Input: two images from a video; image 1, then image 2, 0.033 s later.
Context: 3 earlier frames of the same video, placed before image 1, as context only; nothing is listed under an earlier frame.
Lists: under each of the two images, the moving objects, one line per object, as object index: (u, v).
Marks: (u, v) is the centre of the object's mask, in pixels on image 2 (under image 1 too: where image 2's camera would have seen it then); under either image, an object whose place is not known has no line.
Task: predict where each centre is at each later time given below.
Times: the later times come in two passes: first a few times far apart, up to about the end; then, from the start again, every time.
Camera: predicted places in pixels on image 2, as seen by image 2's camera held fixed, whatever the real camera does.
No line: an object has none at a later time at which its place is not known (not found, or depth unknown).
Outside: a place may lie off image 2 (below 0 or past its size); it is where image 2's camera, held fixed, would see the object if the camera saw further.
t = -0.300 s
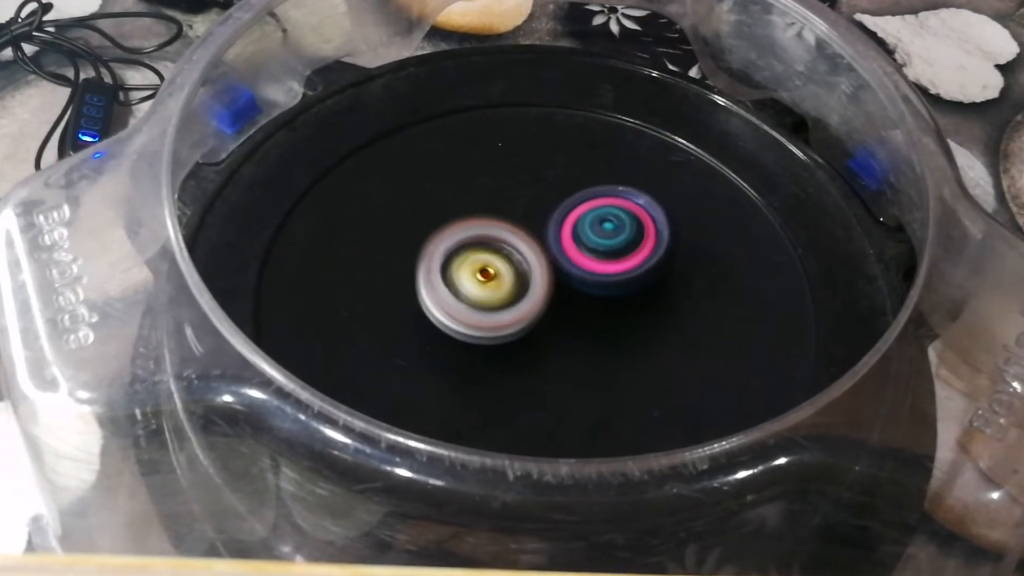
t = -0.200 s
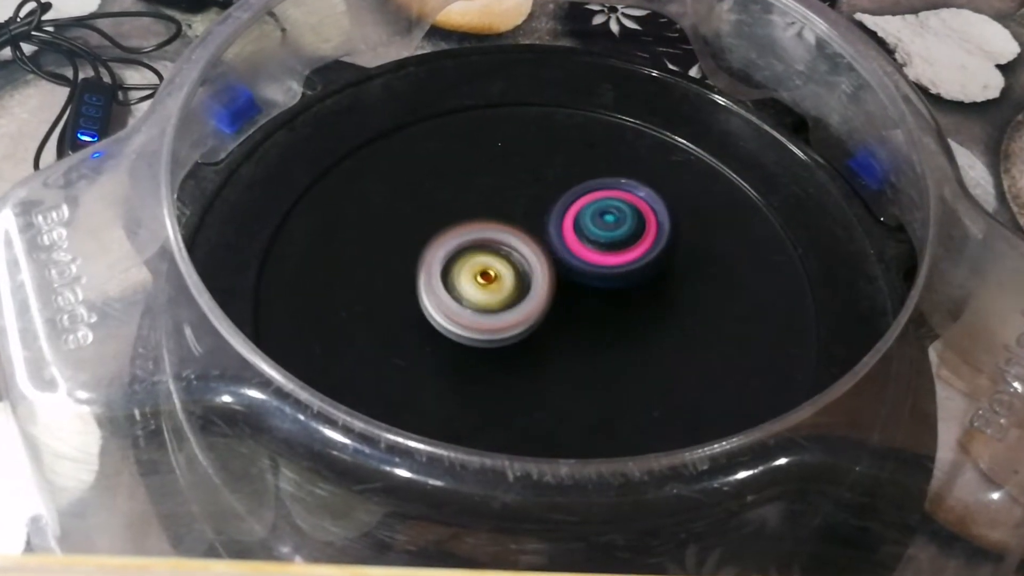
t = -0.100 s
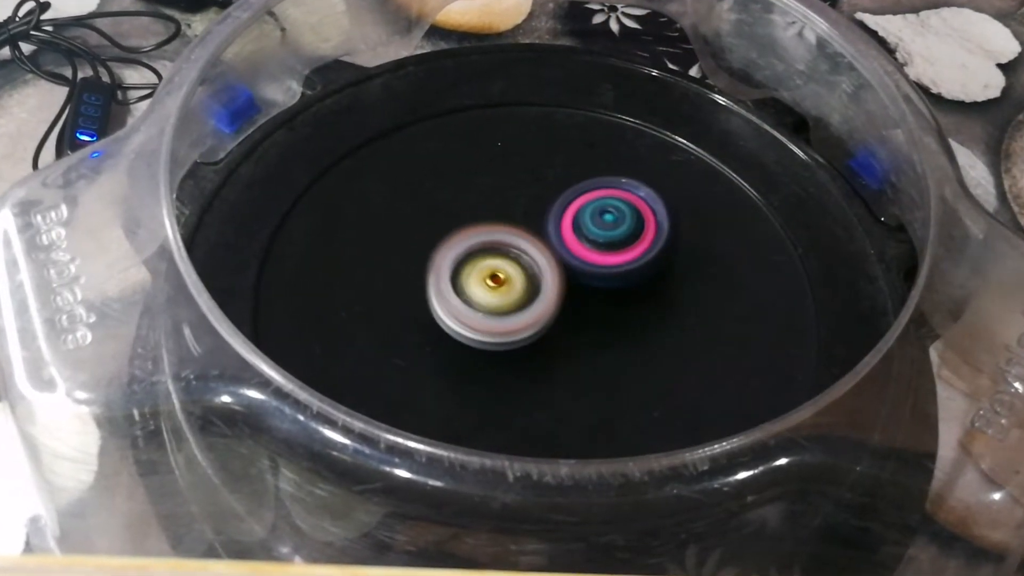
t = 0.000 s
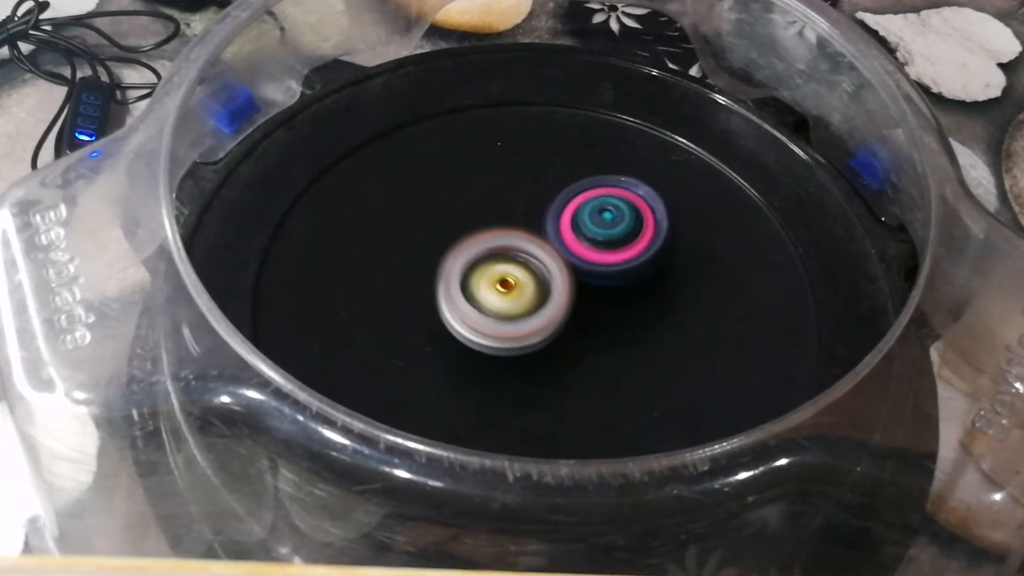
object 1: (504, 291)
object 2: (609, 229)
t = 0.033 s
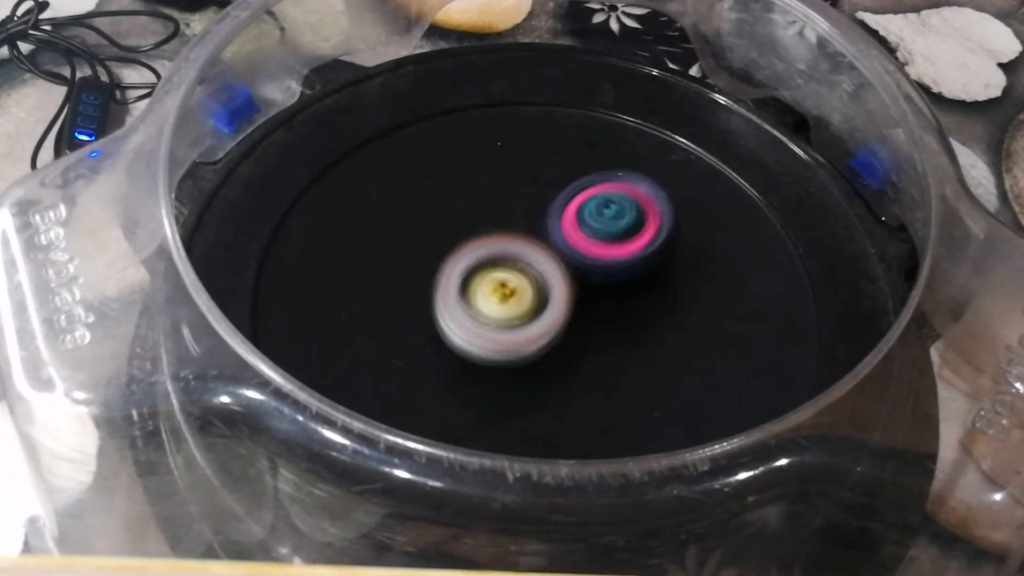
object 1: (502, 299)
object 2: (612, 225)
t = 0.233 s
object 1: (513, 331)
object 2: (645, 215)
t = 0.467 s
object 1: (551, 343)
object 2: (628, 238)
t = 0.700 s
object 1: (580, 355)
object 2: (574, 245)
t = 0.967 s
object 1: (604, 353)
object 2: (507, 252)
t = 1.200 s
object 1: (611, 339)
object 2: (460, 251)
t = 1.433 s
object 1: (601, 317)
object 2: (440, 252)
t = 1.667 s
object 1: (587, 295)
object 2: (450, 262)
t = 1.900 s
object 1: (643, 280)
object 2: (422, 252)
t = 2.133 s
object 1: (643, 257)
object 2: (446, 262)
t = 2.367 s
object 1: (628, 238)
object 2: (495, 293)
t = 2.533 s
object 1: (620, 224)
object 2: (521, 321)
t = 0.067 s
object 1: (496, 310)
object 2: (620, 218)
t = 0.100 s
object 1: (494, 317)
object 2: (627, 215)
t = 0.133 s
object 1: (498, 321)
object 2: (633, 214)
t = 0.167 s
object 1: (503, 325)
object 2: (638, 213)
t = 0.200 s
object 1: (508, 328)
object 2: (642, 213)
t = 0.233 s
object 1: (513, 331)
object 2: (645, 215)
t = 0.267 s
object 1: (519, 333)
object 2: (646, 217)
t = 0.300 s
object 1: (524, 335)
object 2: (646, 219)
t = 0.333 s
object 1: (530, 337)
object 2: (645, 222)
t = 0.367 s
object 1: (535, 339)
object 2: (643, 226)
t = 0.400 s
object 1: (541, 341)
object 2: (640, 230)
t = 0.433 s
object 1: (546, 342)
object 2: (635, 234)
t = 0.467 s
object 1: (551, 343)
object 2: (628, 238)
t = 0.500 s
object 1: (557, 344)
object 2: (623, 241)
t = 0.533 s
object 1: (562, 345)
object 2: (615, 242)
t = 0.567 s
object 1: (566, 346)
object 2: (608, 244)
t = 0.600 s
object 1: (570, 349)
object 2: (599, 244)
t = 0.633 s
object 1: (573, 352)
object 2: (591, 244)
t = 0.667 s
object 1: (576, 354)
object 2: (582, 244)
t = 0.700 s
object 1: (580, 355)
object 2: (574, 245)
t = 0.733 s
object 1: (584, 356)
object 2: (565, 247)
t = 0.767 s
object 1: (588, 356)
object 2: (556, 247)
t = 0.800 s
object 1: (591, 356)
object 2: (547, 249)
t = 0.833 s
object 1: (594, 356)
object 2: (540, 250)
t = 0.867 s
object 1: (597, 355)
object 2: (531, 251)
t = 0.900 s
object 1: (600, 354)
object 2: (523, 251)
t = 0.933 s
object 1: (602, 354)
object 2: (514, 252)
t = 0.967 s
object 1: (604, 353)
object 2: (507, 252)
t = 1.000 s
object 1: (606, 351)
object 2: (499, 252)
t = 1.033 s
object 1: (607, 350)
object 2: (492, 252)
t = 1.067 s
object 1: (608, 348)
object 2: (485, 252)
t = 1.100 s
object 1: (610, 346)
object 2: (478, 252)
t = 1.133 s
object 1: (610, 344)
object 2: (471, 251)
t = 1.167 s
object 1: (610, 342)
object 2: (465, 251)
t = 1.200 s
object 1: (611, 339)
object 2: (460, 251)
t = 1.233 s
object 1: (610, 336)
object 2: (455, 250)
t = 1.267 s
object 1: (609, 333)
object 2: (450, 250)
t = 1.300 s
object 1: (609, 330)
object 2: (446, 250)
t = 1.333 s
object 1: (607, 327)
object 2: (444, 250)
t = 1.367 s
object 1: (606, 324)
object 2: (441, 251)
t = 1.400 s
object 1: (603, 320)
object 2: (440, 251)
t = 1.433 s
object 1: (601, 317)
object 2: (440, 252)
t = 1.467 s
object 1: (599, 313)
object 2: (440, 253)
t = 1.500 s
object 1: (596, 310)
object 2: (441, 254)
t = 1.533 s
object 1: (594, 306)
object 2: (442, 254)
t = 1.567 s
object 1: (591, 303)
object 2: (444, 256)
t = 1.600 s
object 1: (588, 300)
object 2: (447, 259)
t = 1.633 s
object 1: (585, 296)
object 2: (450, 261)
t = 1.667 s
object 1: (587, 295)
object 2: (450, 262)
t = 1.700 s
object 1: (588, 293)
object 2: (451, 263)
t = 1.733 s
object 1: (606, 295)
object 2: (438, 261)
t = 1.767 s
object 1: (626, 295)
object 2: (426, 257)
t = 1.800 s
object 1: (635, 293)
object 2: (423, 254)
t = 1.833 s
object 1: (640, 288)
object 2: (422, 252)
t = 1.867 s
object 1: (642, 285)
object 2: (422, 252)
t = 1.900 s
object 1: (643, 280)
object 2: (422, 252)
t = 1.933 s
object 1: (643, 277)
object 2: (423, 252)
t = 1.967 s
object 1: (644, 273)
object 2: (425, 252)
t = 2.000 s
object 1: (644, 269)
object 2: (427, 253)
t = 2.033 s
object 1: (644, 266)
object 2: (431, 254)
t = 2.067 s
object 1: (644, 263)
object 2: (435, 256)
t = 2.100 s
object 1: (644, 260)
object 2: (440, 259)
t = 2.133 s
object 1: (643, 257)
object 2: (446, 262)
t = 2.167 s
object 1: (642, 254)
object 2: (452, 266)
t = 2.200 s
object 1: (640, 251)
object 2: (459, 269)
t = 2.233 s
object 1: (639, 248)
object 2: (466, 274)
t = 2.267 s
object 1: (636, 245)
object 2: (473, 278)
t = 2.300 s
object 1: (634, 243)
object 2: (480, 283)
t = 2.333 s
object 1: (631, 241)
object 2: (488, 288)
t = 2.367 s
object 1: (628, 238)
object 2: (495, 293)
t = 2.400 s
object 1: (624, 237)
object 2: (503, 298)
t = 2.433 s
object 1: (625, 233)
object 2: (506, 304)
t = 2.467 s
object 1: (626, 229)
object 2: (510, 310)
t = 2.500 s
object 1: (624, 226)
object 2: (515, 316)
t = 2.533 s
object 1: (620, 224)
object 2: (521, 321)
